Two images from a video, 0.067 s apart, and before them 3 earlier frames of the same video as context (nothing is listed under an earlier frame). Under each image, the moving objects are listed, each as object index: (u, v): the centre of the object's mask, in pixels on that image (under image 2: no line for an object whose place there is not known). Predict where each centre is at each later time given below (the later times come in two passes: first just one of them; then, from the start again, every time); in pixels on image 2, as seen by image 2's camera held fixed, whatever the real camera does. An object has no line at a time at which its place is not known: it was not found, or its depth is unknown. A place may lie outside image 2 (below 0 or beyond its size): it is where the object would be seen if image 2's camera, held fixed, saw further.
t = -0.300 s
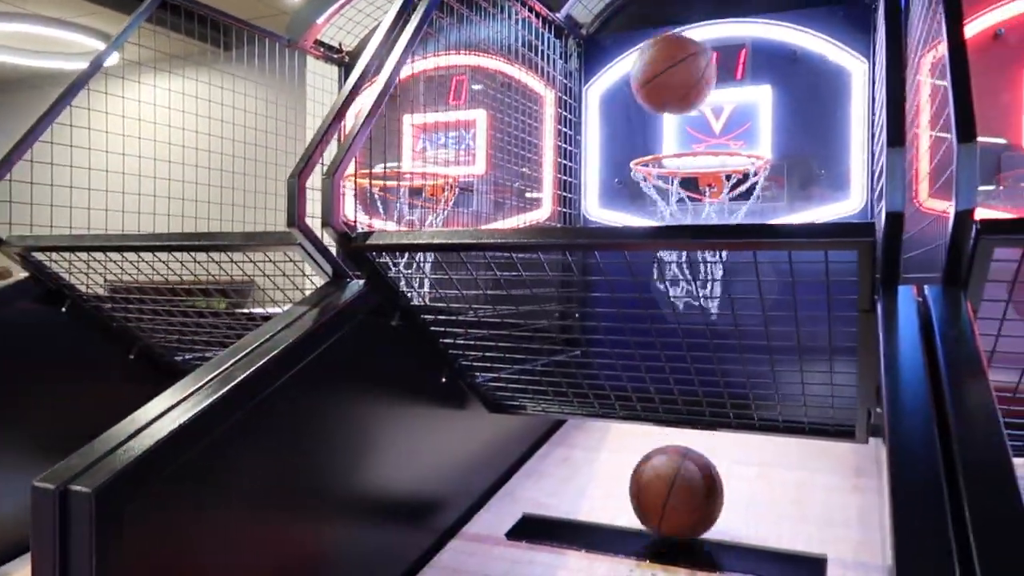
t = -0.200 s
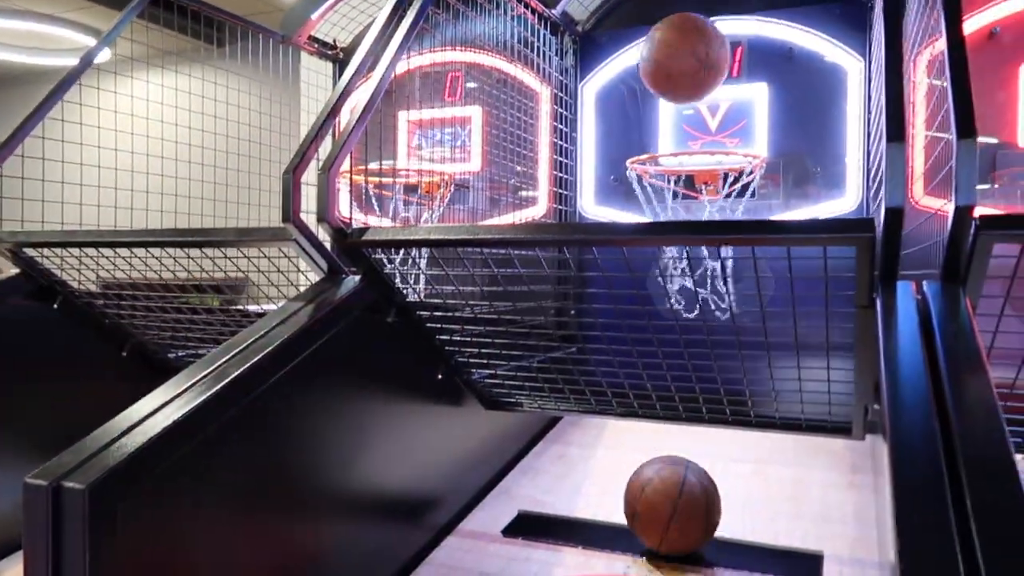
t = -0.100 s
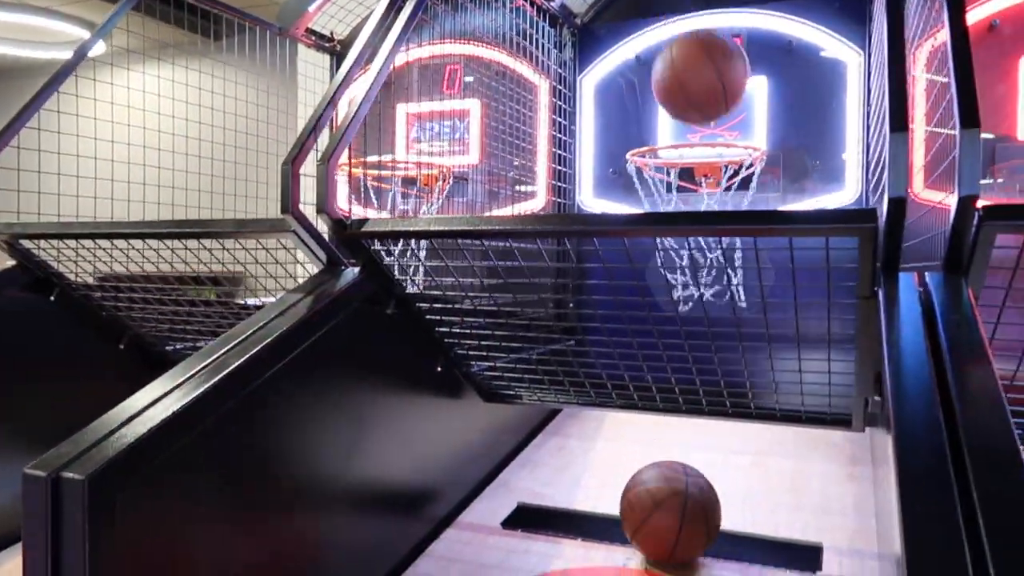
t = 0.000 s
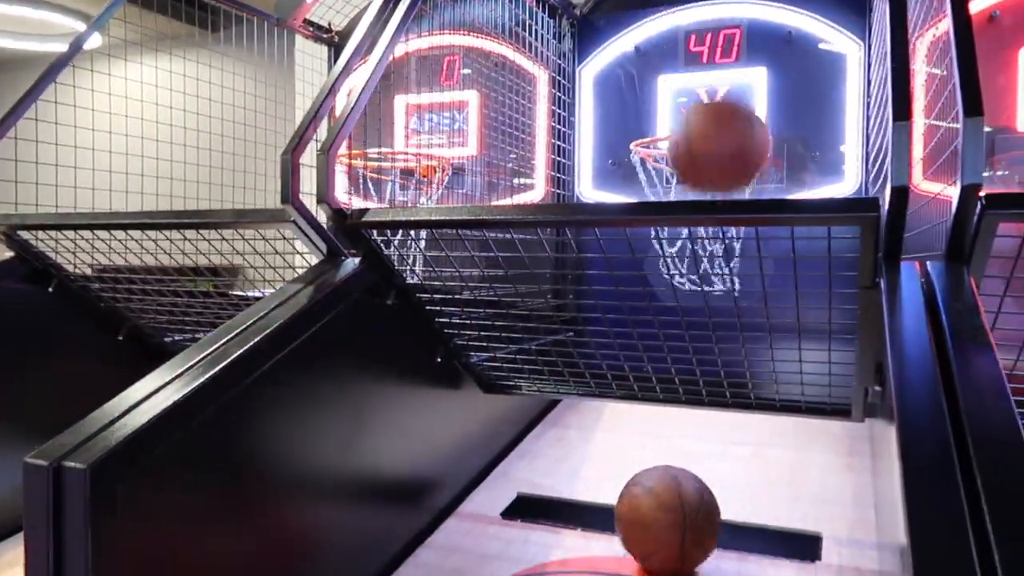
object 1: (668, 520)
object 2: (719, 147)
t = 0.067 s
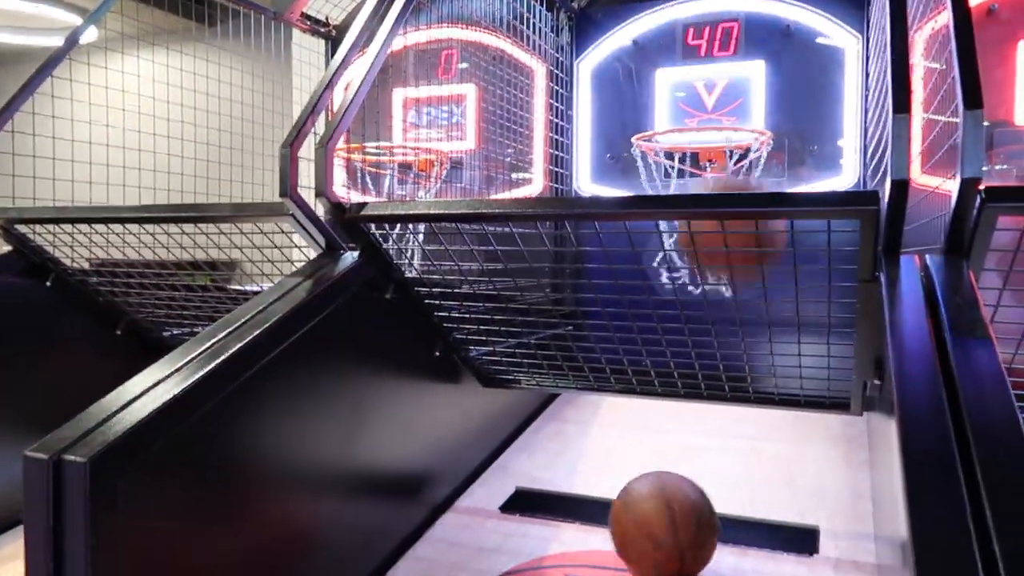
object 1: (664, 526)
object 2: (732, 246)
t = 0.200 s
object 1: (656, 547)
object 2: (759, 264)
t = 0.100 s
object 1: (662, 531)
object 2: (737, 285)
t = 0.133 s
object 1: (660, 536)
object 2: (744, 291)
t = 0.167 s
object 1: (658, 542)
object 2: (751, 274)
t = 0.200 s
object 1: (656, 547)
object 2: (759, 264)
